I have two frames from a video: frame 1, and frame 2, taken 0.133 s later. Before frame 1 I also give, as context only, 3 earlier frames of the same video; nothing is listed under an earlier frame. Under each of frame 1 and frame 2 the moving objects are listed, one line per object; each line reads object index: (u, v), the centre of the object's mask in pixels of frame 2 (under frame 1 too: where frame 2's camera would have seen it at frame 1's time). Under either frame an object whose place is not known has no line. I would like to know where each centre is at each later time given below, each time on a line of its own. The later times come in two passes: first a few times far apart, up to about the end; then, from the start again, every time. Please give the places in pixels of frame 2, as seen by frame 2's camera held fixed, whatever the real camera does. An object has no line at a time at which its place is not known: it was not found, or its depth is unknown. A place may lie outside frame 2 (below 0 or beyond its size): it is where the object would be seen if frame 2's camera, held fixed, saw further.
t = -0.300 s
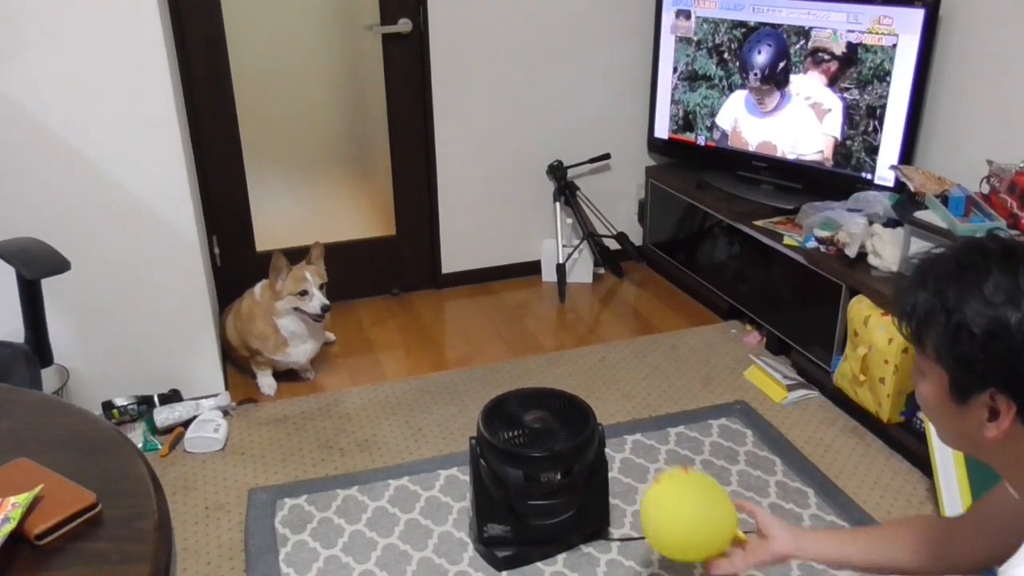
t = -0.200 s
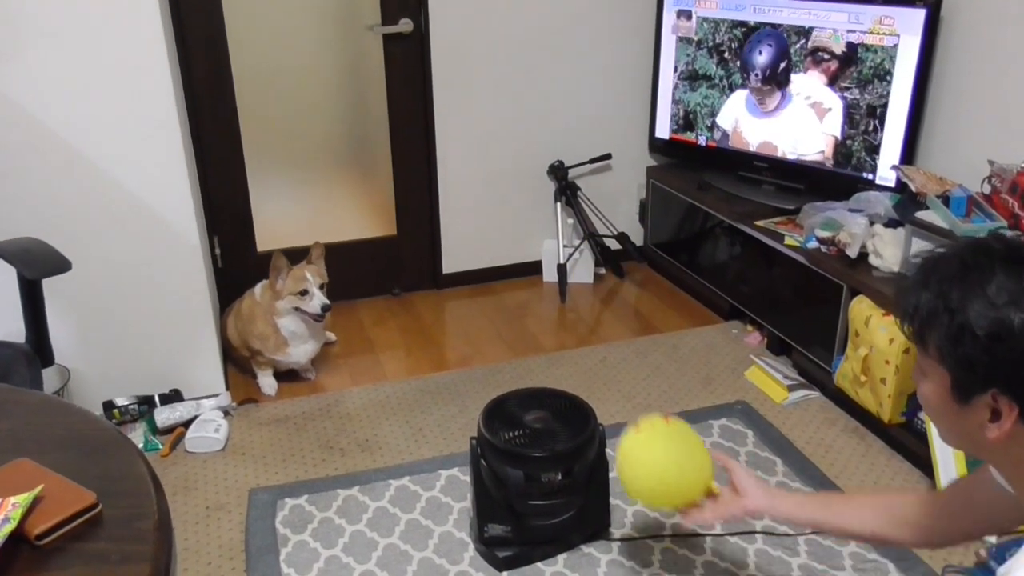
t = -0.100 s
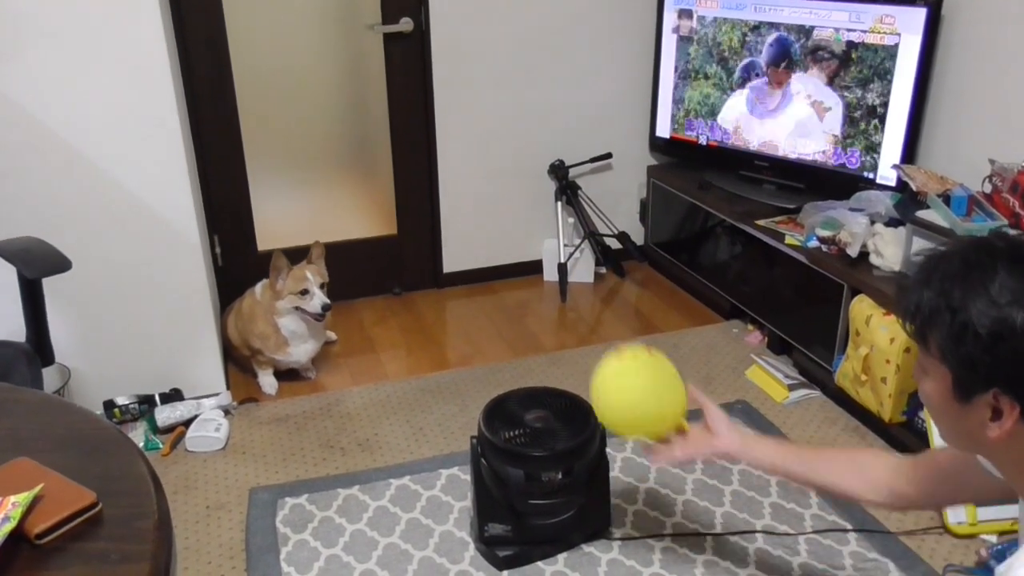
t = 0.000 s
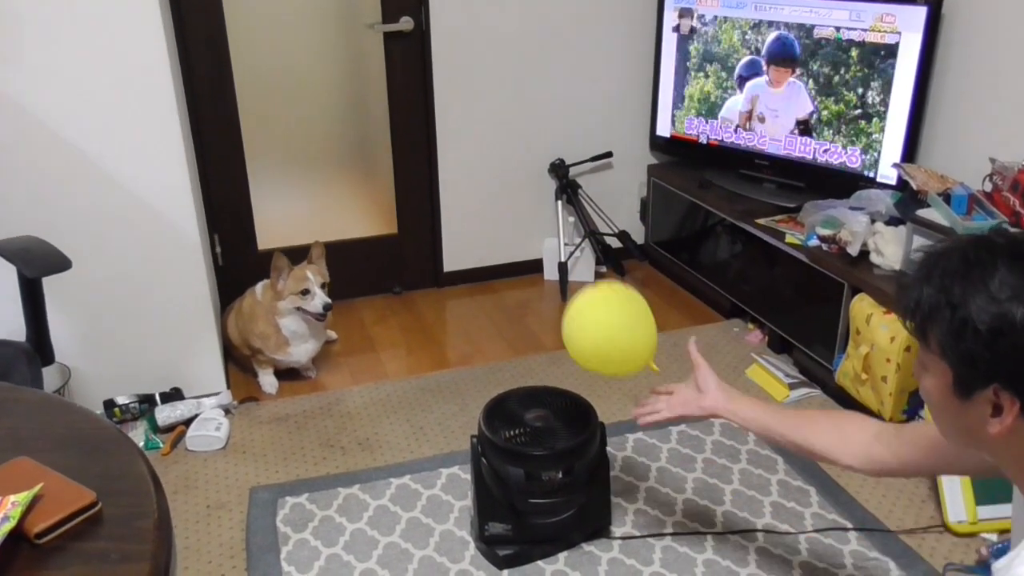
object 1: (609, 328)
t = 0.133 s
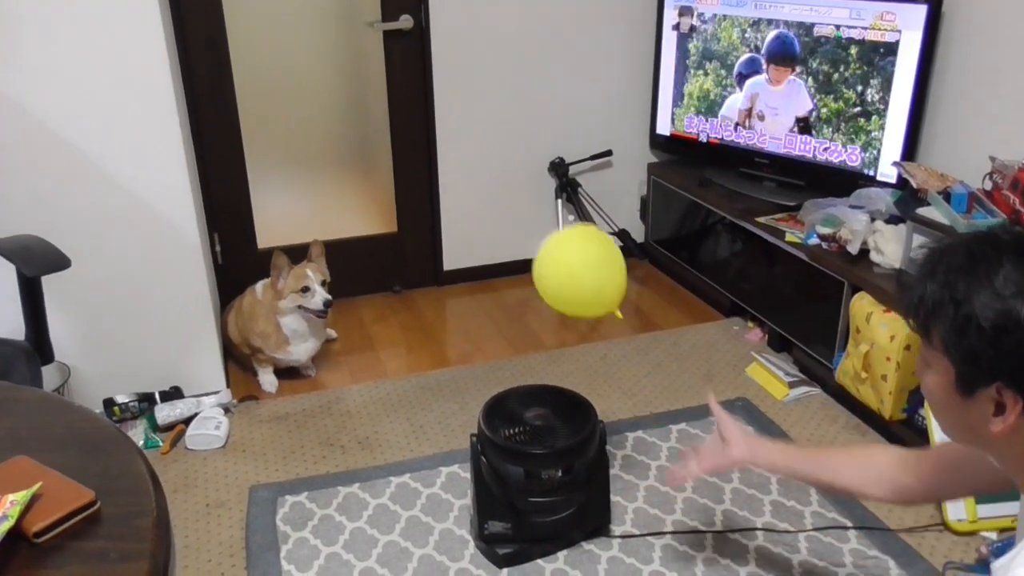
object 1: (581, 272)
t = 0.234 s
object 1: (554, 223)
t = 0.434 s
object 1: (495, 137)
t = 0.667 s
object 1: (466, 137)
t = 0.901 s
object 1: (461, 211)
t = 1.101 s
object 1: (472, 322)
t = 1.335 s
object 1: (443, 314)
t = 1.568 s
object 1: (405, 322)
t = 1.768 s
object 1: (385, 383)
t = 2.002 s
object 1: (374, 440)
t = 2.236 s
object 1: (366, 401)
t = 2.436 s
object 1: (364, 419)
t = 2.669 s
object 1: (362, 414)
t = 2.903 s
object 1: (364, 419)
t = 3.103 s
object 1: (362, 407)
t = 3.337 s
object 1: (361, 412)
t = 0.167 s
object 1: (573, 258)
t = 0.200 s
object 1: (563, 242)
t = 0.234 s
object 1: (554, 223)
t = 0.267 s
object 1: (544, 206)
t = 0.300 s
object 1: (533, 189)
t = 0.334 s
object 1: (523, 174)
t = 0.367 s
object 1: (514, 159)
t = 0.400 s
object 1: (504, 146)
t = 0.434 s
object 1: (495, 137)
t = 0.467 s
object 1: (488, 132)
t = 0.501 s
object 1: (482, 129)
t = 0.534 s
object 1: (477, 127)
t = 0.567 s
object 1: (472, 127)
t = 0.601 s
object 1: (469, 129)
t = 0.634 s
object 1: (467, 133)
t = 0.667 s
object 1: (466, 137)
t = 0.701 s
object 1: (464, 144)
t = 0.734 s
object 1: (463, 151)
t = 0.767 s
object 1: (462, 159)
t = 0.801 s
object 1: (461, 170)
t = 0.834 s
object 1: (460, 182)
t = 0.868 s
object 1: (460, 196)
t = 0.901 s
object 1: (461, 211)
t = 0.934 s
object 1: (461, 228)
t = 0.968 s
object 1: (462, 245)
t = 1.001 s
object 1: (464, 264)
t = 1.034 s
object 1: (466, 283)
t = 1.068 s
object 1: (469, 302)
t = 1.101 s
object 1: (472, 322)
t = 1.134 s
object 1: (475, 341)
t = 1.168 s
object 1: (480, 360)
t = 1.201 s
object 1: (475, 352)
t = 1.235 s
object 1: (466, 338)
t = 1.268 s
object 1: (458, 327)
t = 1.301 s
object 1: (450, 319)
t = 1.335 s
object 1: (443, 314)
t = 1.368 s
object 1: (436, 310)
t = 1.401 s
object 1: (430, 308)
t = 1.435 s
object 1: (424, 308)
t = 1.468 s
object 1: (419, 309)
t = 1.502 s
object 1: (414, 312)
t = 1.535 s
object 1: (409, 317)
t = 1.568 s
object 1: (405, 322)
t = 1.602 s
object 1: (401, 330)
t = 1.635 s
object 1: (398, 338)
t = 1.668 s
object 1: (394, 348)
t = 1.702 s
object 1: (391, 358)
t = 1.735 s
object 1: (388, 371)
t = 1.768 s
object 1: (385, 383)
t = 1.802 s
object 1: (383, 397)
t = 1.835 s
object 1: (381, 412)
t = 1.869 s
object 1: (379, 427)
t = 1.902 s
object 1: (377, 442)
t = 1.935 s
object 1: (377, 457)
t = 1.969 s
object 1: (375, 451)
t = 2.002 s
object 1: (374, 440)
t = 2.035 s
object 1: (372, 431)
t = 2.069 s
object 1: (371, 422)
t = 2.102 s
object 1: (370, 415)
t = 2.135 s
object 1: (369, 410)
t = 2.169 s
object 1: (368, 406)
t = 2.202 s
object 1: (367, 403)
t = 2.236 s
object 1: (366, 401)
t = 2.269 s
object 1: (366, 401)
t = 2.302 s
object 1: (365, 402)
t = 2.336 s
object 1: (365, 405)
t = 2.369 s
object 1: (365, 408)
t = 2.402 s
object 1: (364, 413)
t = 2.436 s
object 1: (364, 419)
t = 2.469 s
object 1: (364, 426)
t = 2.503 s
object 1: (365, 434)
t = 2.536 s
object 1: (365, 438)
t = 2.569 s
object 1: (364, 431)
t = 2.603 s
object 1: (363, 424)
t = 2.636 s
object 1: (363, 418)
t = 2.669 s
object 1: (362, 414)
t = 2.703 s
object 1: (362, 411)
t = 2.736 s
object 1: (362, 410)
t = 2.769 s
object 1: (362, 409)
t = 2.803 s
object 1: (362, 410)
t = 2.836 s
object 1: (363, 412)
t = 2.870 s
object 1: (363, 415)
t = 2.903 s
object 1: (364, 419)
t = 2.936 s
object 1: (364, 423)
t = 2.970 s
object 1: (364, 418)
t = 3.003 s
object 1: (363, 413)
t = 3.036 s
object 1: (362, 409)
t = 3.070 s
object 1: (362, 407)
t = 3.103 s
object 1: (362, 407)
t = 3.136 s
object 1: (362, 406)
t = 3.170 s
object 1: (362, 407)
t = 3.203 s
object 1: (362, 409)
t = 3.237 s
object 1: (362, 413)
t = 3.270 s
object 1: (363, 418)
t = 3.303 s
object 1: (362, 416)
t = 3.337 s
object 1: (361, 412)
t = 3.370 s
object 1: (361, 408)
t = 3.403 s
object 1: (360, 407)
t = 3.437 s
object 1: (360, 406)
